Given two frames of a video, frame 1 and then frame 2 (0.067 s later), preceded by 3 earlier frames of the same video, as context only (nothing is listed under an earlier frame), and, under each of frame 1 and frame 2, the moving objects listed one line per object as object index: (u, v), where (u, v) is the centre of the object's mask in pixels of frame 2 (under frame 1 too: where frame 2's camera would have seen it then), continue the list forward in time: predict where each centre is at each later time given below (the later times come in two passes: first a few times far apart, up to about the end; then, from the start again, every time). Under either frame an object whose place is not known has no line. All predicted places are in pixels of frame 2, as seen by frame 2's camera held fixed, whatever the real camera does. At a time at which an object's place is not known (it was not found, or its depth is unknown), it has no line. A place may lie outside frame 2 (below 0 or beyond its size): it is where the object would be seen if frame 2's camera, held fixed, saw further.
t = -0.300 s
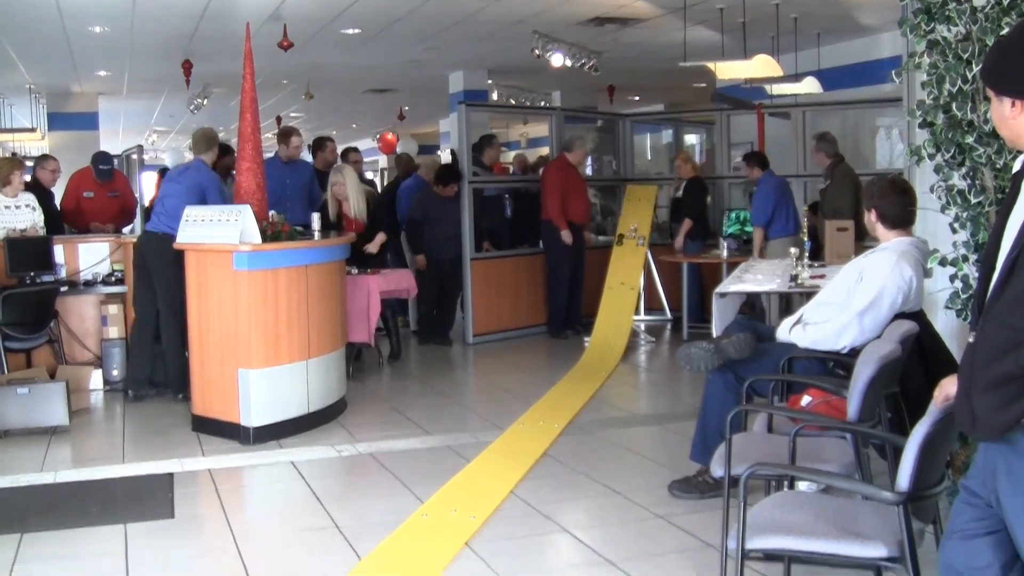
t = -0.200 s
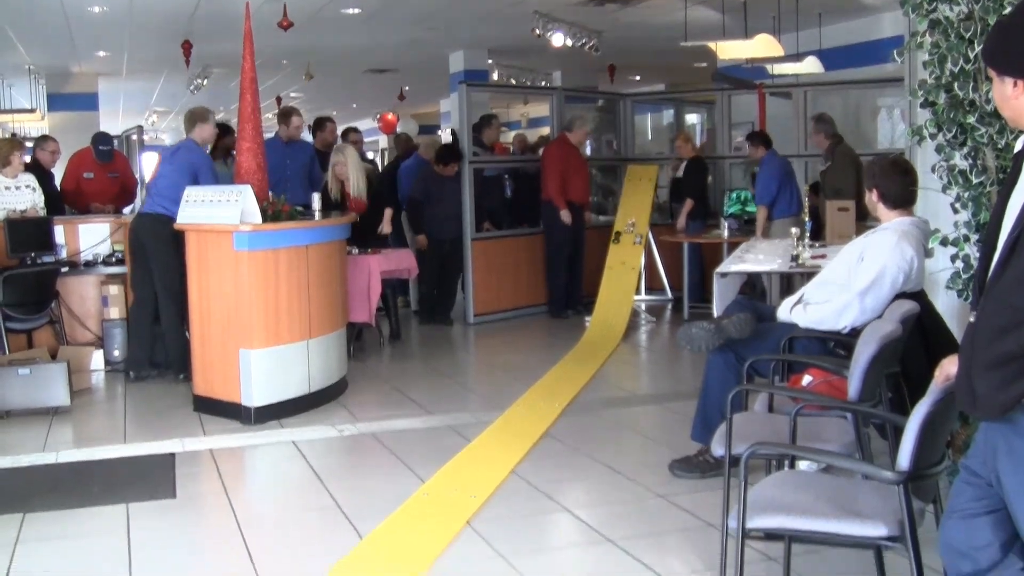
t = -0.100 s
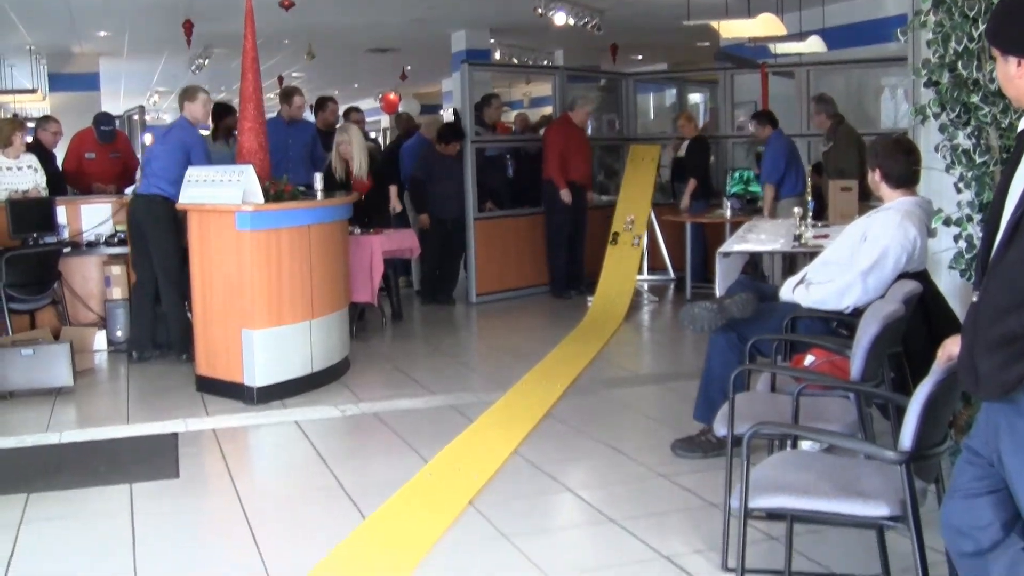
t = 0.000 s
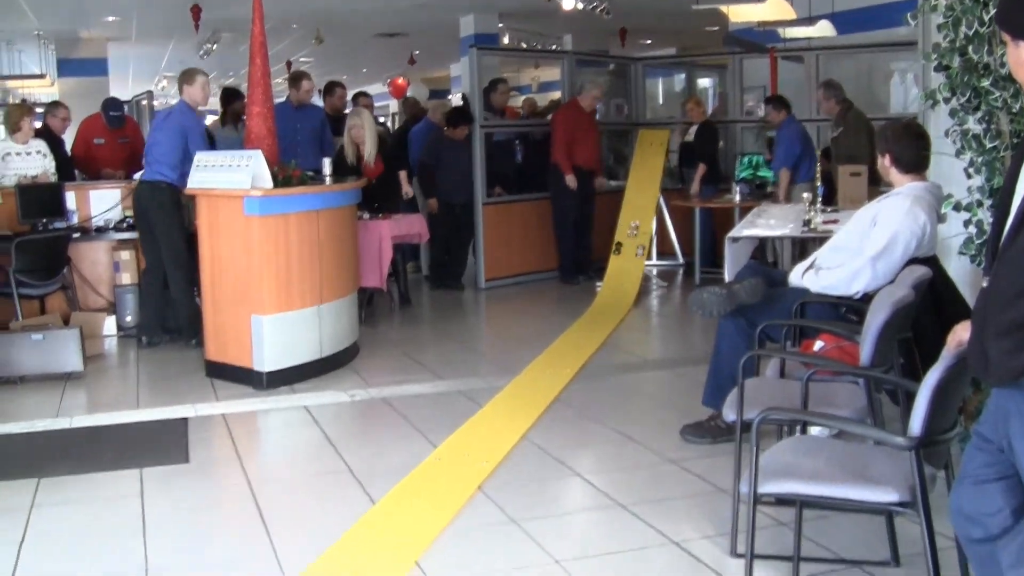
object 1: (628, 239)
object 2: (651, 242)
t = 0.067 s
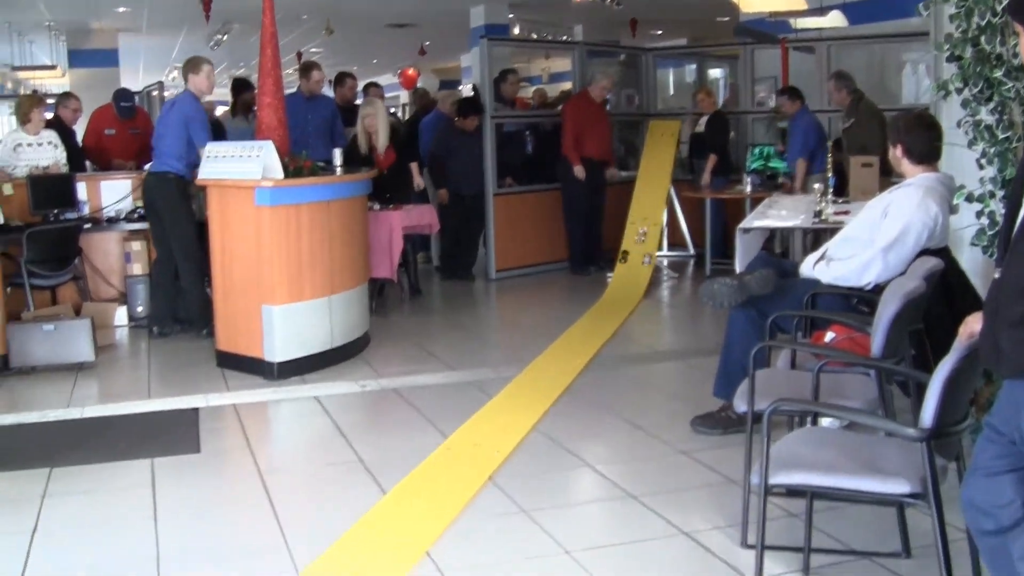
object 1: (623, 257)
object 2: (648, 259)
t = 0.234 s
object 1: (610, 291)
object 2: (636, 294)
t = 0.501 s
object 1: (582, 321)
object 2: (610, 324)
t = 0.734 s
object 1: (549, 352)
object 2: (580, 357)
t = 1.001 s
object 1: (499, 400)
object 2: (534, 407)
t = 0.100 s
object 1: (621, 266)
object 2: (645, 268)
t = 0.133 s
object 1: (618, 273)
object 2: (643, 276)
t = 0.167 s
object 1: (616, 280)
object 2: (641, 282)
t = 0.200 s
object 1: (614, 286)
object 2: (639, 288)
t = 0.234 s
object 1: (610, 291)
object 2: (636, 294)
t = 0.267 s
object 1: (607, 295)
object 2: (633, 298)
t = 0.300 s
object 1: (604, 300)
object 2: (629, 302)
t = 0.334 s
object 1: (601, 303)
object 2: (626, 305)
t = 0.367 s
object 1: (597, 306)
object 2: (623, 309)
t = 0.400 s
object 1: (594, 310)
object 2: (620, 313)
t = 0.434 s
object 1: (590, 313)
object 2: (617, 316)
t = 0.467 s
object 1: (586, 317)
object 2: (614, 320)
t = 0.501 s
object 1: (582, 321)
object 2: (610, 324)
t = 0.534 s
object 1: (578, 325)
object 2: (606, 328)
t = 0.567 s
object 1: (573, 329)
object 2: (603, 333)
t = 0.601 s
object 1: (569, 333)
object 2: (598, 337)
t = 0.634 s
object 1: (565, 338)
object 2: (594, 341)
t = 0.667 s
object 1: (559, 342)
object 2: (589, 346)
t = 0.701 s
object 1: (554, 347)
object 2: (585, 351)
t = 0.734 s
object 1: (549, 352)
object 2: (580, 357)
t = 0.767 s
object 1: (544, 357)
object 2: (576, 362)
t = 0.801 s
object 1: (538, 363)
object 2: (571, 368)
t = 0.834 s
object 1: (532, 368)
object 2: (565, 374)
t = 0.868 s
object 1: (526, 374)
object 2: (560, 380)
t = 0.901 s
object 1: (520, 380)
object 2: (554, 386)
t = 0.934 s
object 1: (514, 386)
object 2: (547, 393)
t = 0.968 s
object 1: (507, 393)
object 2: (541, 400)
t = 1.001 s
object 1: (499, 400)
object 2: (534, 407)
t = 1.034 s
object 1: (492, 406)
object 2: (528, 415)
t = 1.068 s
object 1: (484, 414)
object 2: (520, 423)
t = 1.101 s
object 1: (475, 422)
